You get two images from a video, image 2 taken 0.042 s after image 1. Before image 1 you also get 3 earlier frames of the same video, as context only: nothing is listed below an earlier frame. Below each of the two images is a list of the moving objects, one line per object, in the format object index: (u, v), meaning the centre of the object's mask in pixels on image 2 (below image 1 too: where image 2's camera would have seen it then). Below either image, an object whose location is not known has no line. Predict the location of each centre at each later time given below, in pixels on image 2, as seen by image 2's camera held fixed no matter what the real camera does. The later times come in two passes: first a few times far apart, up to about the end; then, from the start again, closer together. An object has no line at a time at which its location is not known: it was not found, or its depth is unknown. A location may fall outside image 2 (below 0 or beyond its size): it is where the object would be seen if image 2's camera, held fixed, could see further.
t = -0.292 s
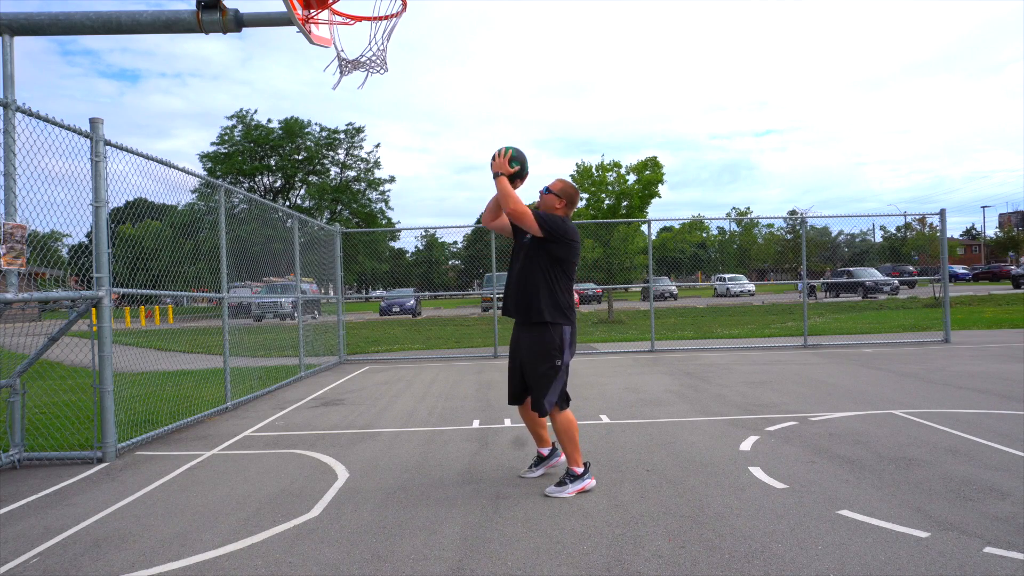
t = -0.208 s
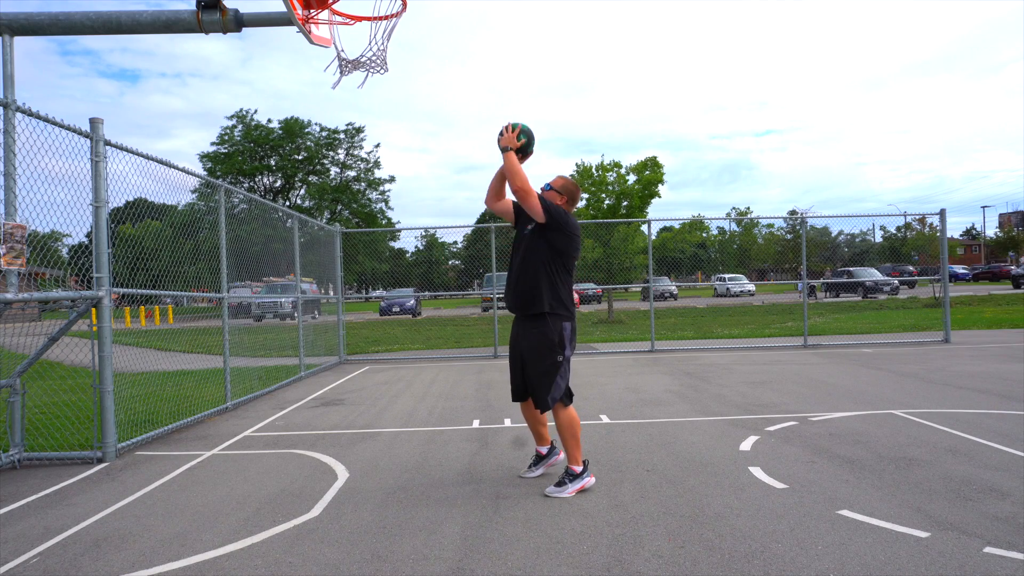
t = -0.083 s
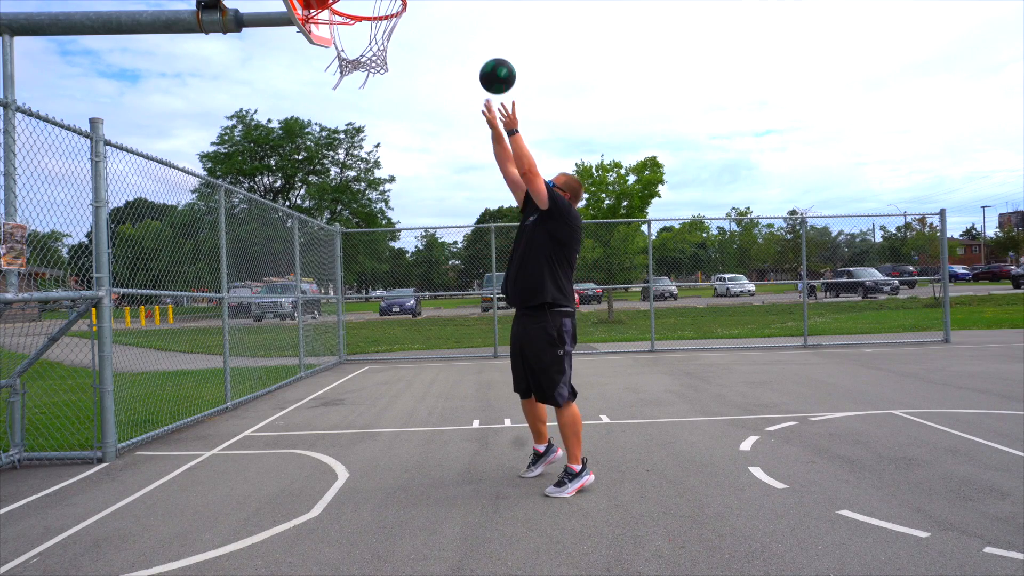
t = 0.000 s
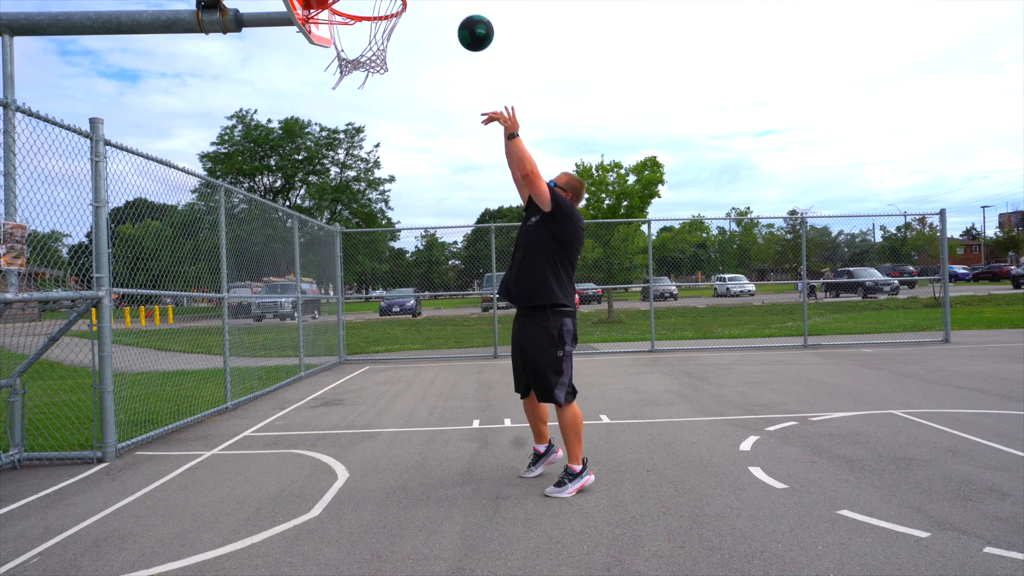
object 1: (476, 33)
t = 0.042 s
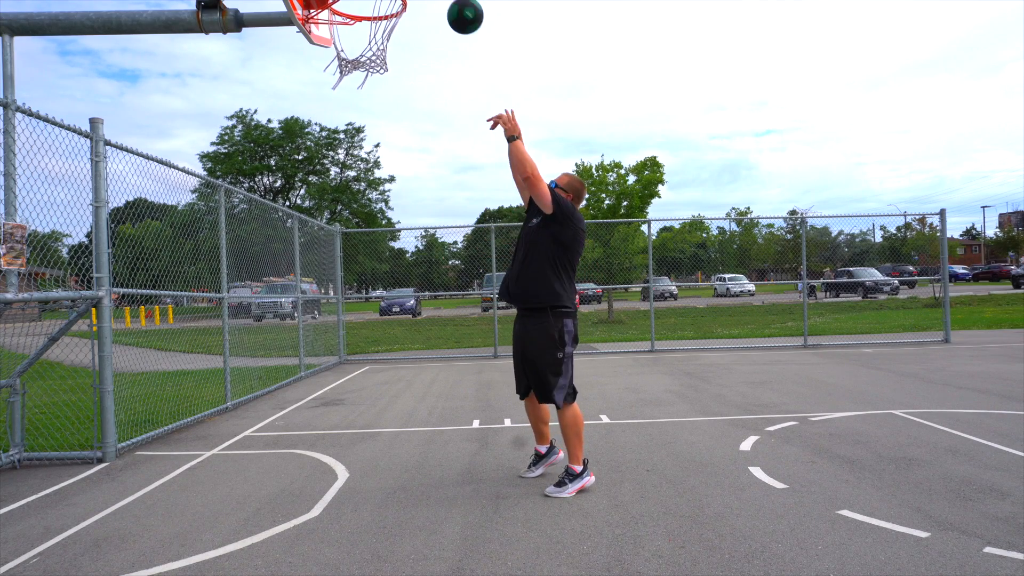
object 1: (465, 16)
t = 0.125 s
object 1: (445, 3)
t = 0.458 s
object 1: (362, 4)
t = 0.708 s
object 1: (367, 78)
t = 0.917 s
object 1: (404, 171)
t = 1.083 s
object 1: (437, 309)
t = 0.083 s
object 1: (455, 8)
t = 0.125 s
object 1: (445, 3)
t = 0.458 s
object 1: (362, 4)
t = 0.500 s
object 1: (352, 10)
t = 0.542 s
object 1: (347, 18)
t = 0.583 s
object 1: (349, 33)
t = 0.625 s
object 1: (351, 45)
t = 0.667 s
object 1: (358, 64)
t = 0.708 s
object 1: (367, 78)
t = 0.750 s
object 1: (373, 87)
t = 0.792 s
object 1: (380, 104)
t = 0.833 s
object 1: (388, 123)
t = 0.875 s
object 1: (396, 146)
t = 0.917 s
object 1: (404, 171)
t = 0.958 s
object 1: (412, 201)
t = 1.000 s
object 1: (421, 233)
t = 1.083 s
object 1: (437, 309)
